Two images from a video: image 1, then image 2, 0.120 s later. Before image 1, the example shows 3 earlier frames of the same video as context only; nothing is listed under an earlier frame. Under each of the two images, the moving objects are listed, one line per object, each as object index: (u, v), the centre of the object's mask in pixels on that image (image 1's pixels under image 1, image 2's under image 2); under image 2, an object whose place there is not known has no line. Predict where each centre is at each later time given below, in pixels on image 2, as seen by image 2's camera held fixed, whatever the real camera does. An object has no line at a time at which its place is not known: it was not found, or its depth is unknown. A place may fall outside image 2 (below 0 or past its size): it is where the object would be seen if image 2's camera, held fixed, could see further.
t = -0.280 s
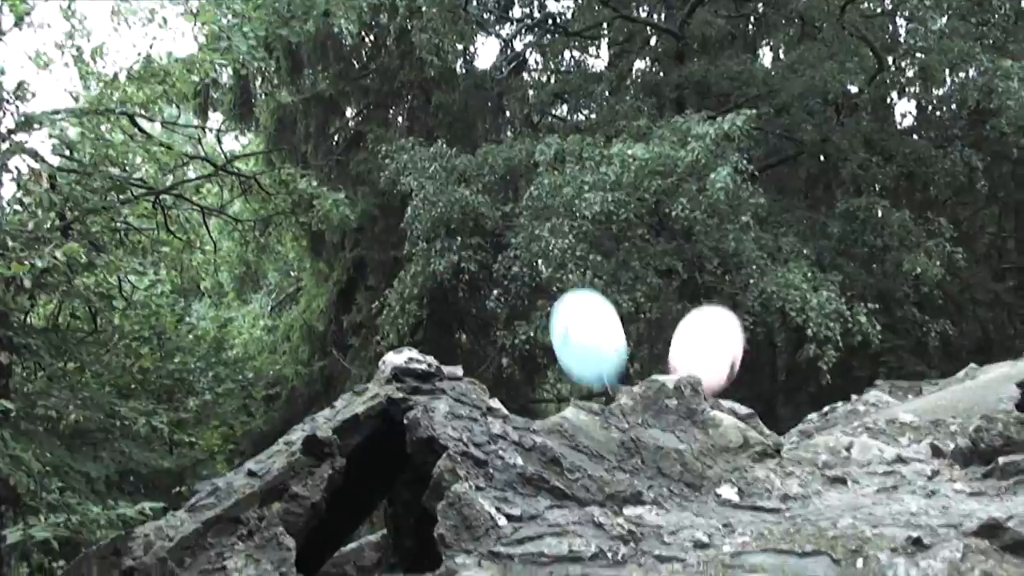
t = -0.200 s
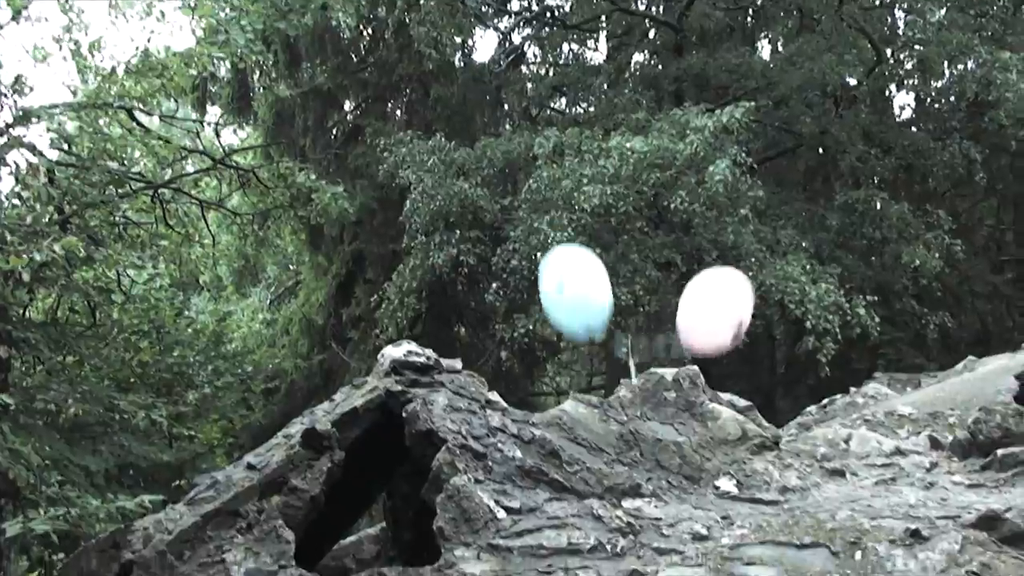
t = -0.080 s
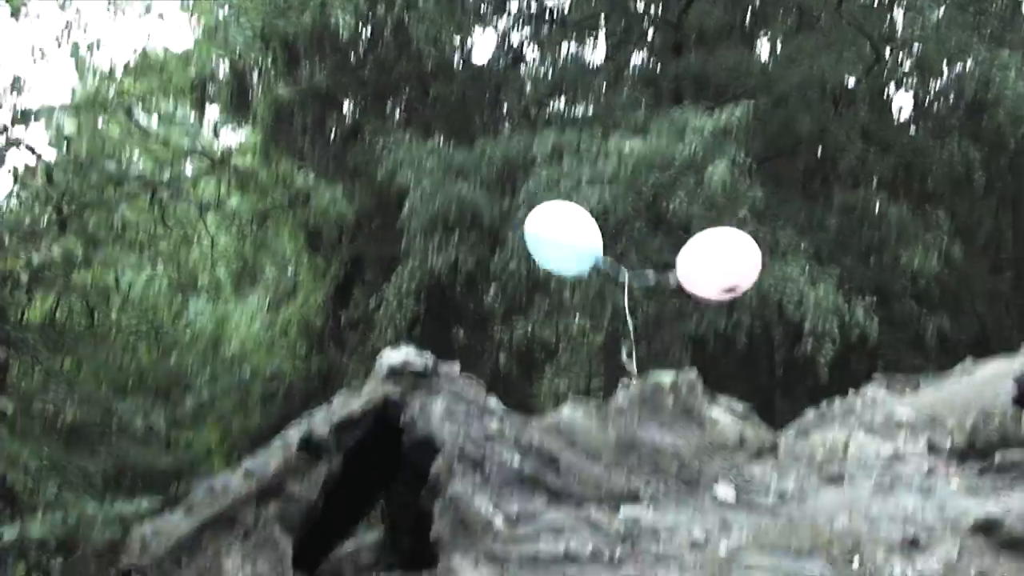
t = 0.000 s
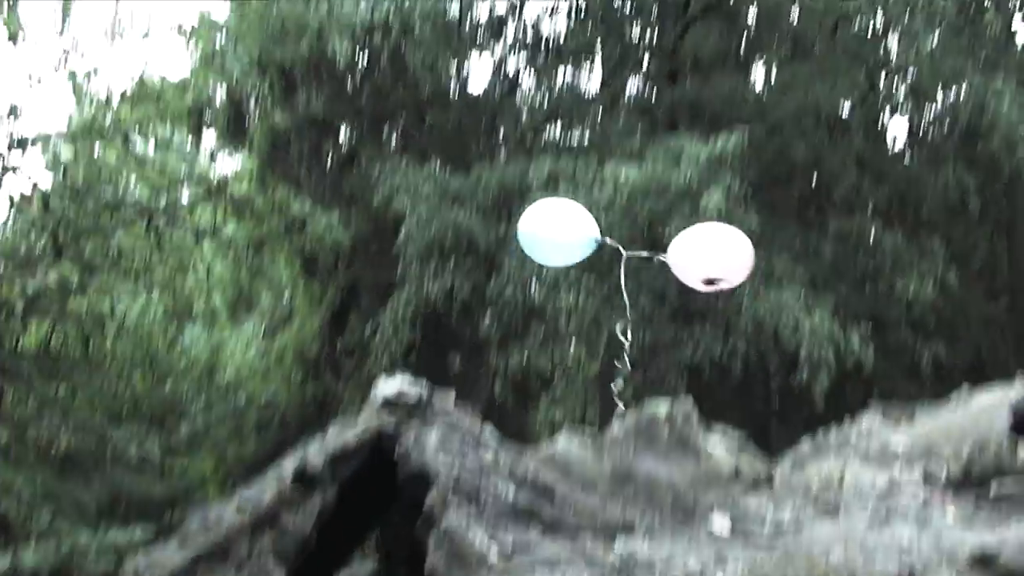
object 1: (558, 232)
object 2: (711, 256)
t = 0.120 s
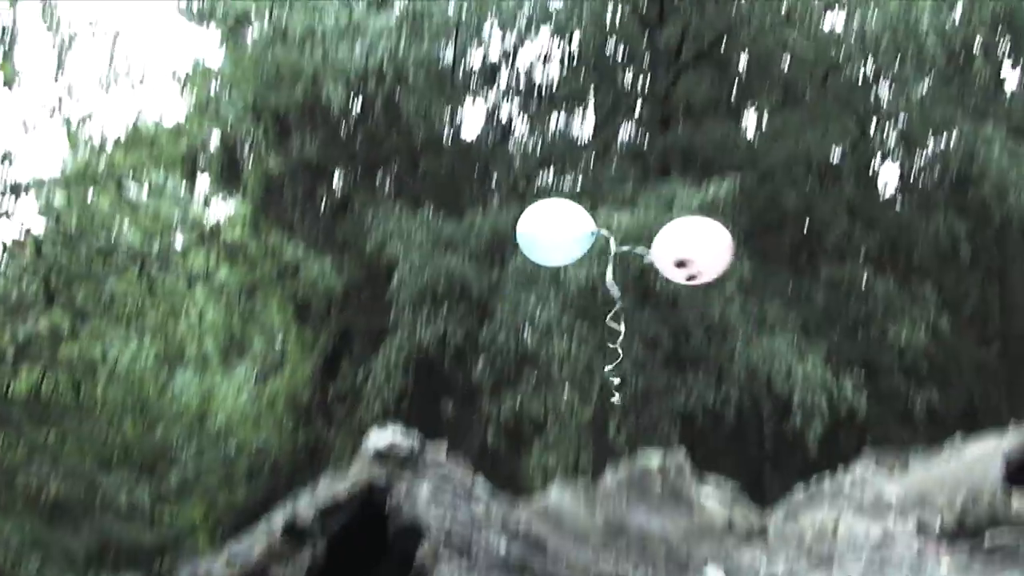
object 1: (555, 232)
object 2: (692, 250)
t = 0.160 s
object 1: (557, 215)
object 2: (688, 231)
